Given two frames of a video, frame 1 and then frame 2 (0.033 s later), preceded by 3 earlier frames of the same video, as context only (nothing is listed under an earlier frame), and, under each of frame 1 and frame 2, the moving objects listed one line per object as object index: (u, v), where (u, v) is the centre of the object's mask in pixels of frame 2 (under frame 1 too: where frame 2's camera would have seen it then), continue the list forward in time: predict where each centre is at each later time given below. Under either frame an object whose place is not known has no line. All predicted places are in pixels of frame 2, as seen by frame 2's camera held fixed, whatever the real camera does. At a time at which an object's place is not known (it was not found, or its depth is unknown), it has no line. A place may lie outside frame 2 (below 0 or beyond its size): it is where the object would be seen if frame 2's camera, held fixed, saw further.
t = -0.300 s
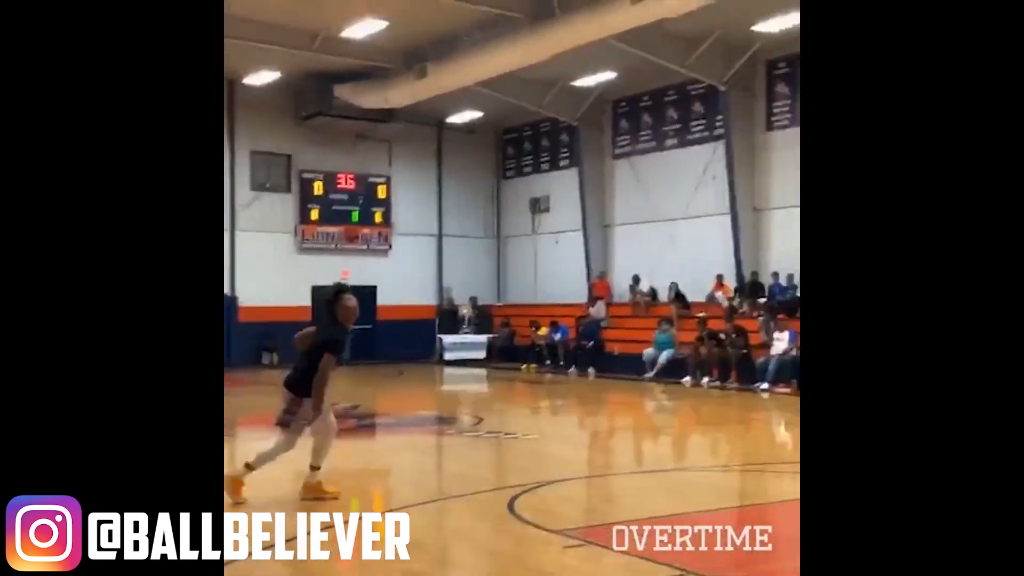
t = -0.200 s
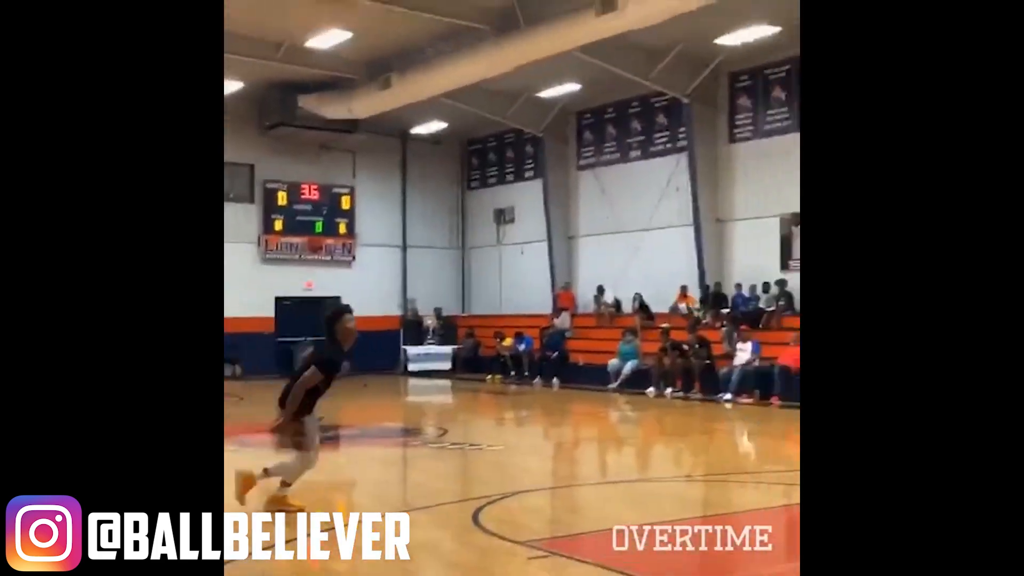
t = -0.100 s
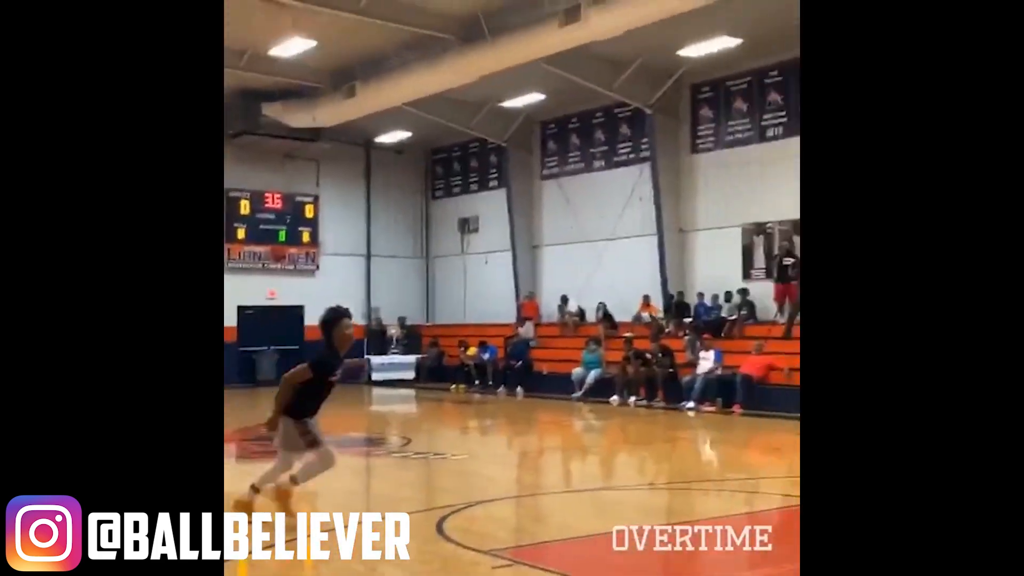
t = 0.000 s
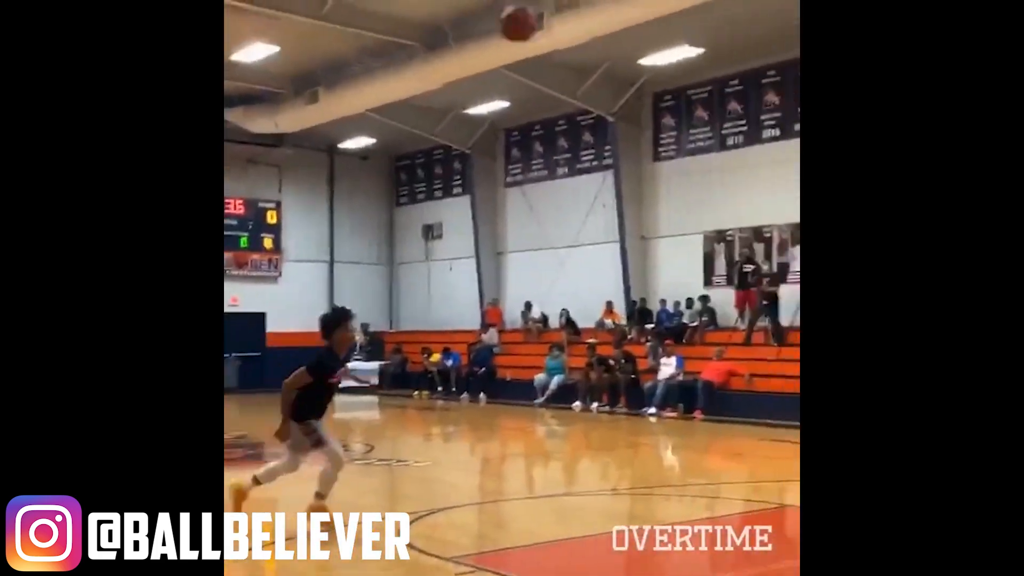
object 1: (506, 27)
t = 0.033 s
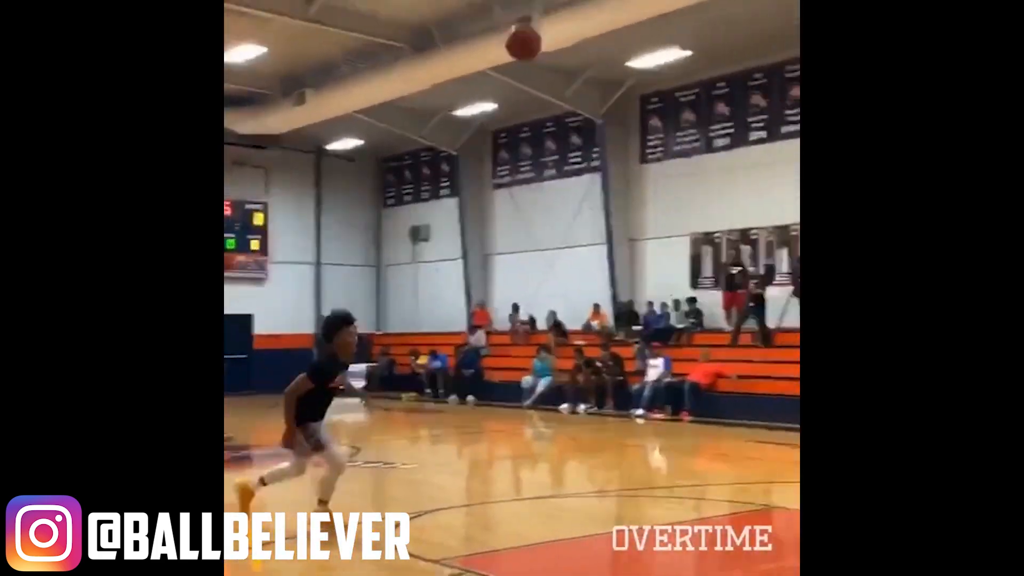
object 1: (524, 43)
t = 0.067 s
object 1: (541, 62)
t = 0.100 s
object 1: (559, 81)
